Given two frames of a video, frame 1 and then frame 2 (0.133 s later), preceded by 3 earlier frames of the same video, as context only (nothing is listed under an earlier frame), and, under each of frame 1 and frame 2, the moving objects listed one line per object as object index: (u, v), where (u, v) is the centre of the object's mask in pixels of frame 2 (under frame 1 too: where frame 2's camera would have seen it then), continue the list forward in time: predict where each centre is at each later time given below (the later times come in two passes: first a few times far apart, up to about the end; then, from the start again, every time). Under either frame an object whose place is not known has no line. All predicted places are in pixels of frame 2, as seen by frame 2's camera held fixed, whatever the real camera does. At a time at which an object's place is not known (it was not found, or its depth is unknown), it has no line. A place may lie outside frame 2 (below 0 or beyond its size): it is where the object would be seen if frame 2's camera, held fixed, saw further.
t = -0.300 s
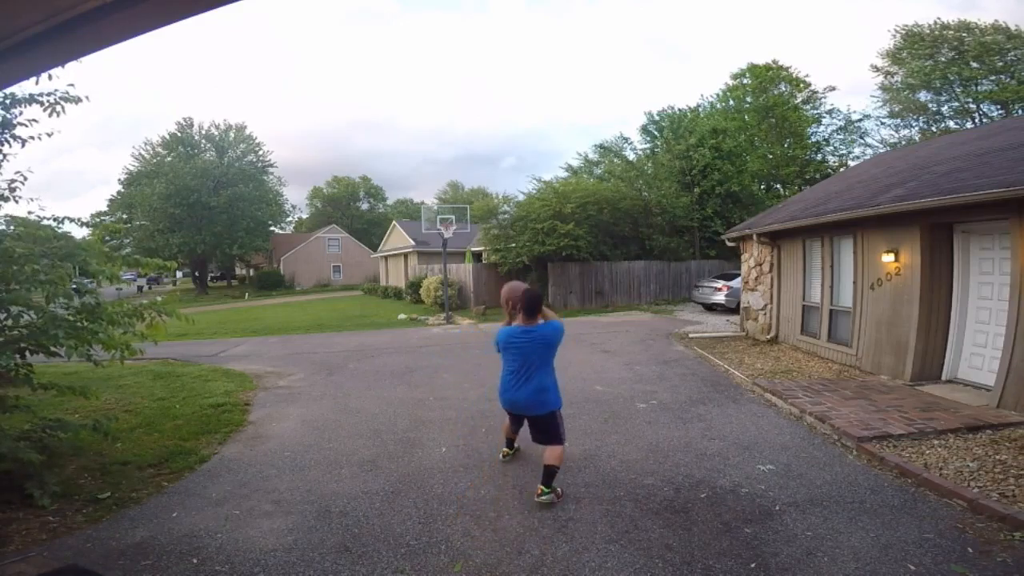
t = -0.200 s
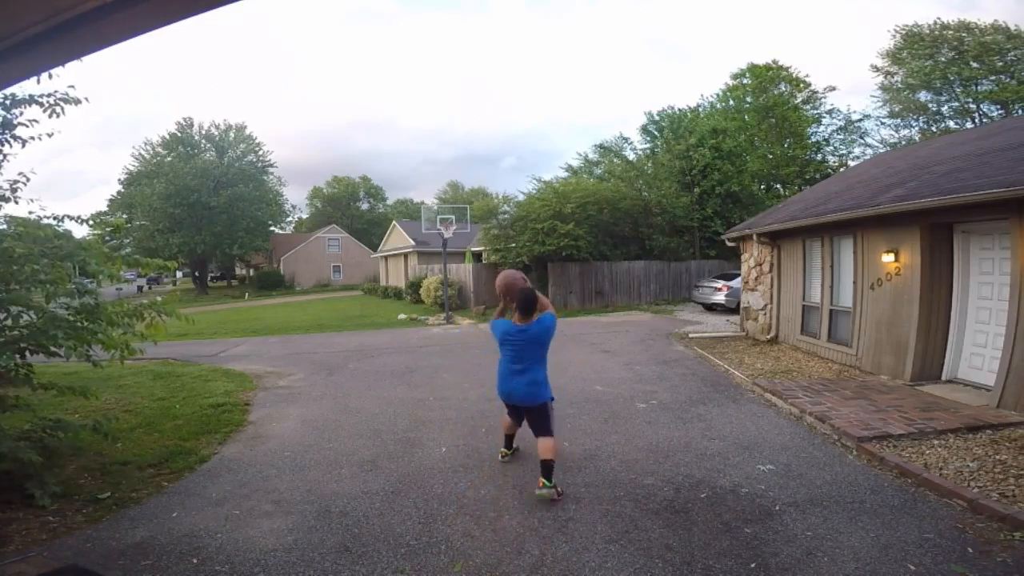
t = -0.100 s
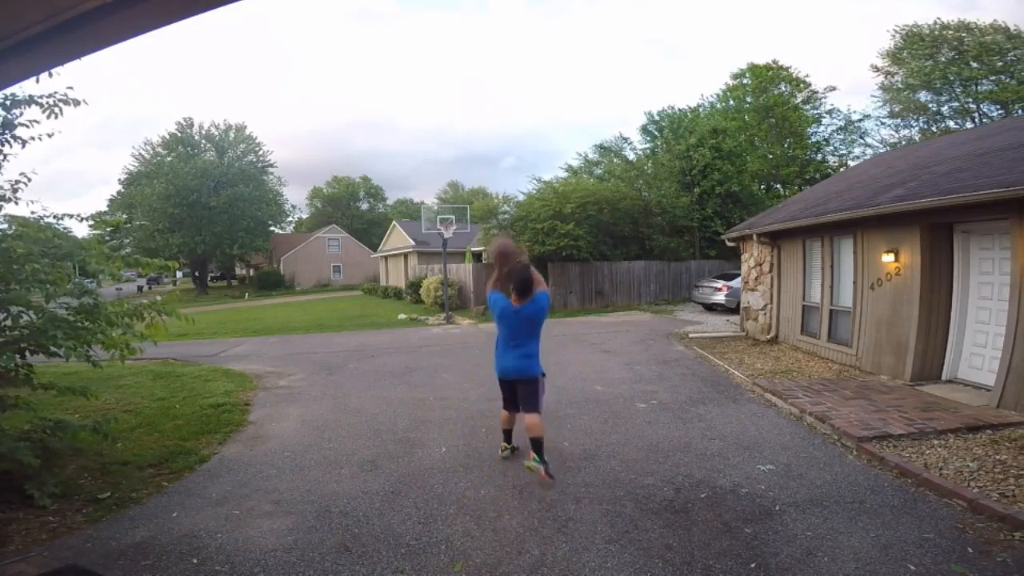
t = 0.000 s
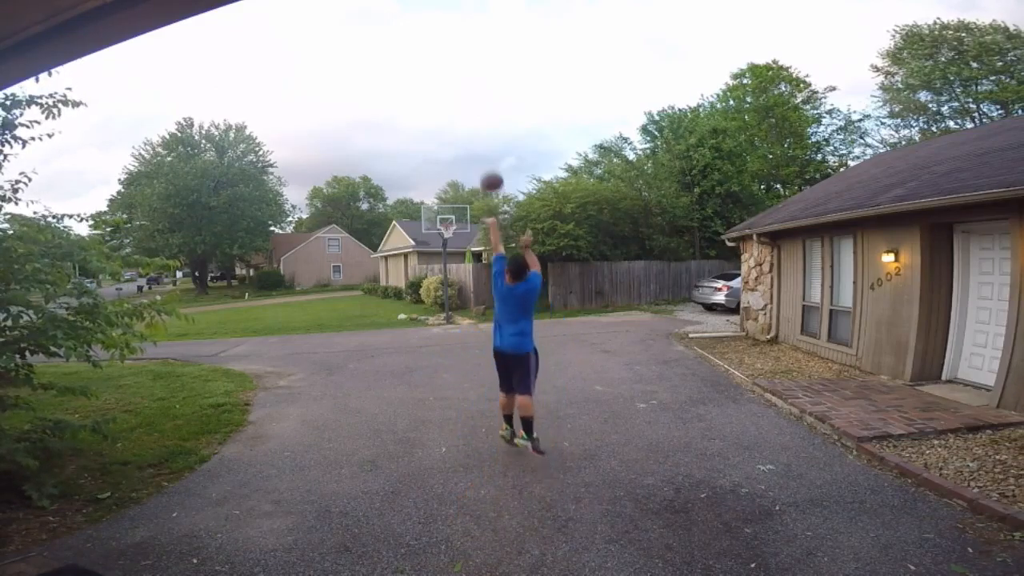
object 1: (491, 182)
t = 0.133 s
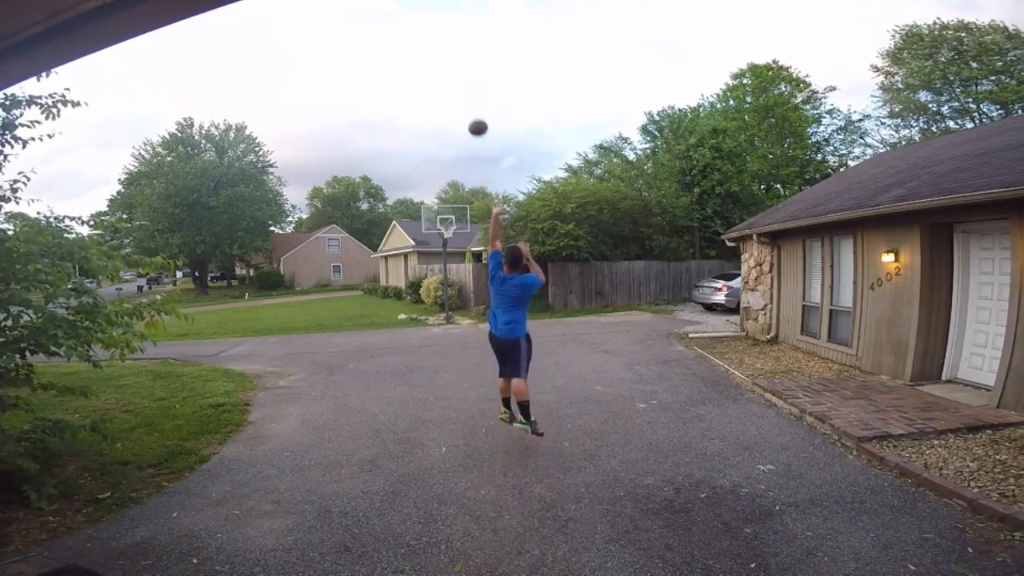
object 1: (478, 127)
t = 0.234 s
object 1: (470, 106)
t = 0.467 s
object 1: (457, 91)
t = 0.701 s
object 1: (447, 102)
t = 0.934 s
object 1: (439, 129)
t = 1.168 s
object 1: (433, 169)
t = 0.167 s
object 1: (475, 119)
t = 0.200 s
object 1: (473, 112)
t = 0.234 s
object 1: (470, 106)
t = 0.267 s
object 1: (468, 101)
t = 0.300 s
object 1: (466, 98)
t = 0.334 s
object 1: (464, 95)
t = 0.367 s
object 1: (462, 93)
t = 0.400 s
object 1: (460, 92)
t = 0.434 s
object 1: (459, 91)
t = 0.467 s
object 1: (457, 91)
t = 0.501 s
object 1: (455, 91)
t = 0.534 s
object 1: (454, 92)
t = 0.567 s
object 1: (452, 93)
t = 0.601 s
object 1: (451, 95)
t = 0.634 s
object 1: (450, 97)
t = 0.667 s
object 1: (448, 99)
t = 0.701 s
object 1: (447, 102)
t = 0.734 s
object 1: (446, 105)
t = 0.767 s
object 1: (445, 108)
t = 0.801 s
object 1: (444, 112)
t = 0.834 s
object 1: (442, 116)
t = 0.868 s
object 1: (441, 120)
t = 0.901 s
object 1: (440, 124)
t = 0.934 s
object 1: (439, 129)
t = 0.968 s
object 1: (438, 134)
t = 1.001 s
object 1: (437, 139)
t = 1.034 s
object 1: (436, 145)
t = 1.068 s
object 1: (435, 151)
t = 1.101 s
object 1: (434, 157)
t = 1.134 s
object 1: (434, 162)
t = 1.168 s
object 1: (433, 169)
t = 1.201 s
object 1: (432, 175)
